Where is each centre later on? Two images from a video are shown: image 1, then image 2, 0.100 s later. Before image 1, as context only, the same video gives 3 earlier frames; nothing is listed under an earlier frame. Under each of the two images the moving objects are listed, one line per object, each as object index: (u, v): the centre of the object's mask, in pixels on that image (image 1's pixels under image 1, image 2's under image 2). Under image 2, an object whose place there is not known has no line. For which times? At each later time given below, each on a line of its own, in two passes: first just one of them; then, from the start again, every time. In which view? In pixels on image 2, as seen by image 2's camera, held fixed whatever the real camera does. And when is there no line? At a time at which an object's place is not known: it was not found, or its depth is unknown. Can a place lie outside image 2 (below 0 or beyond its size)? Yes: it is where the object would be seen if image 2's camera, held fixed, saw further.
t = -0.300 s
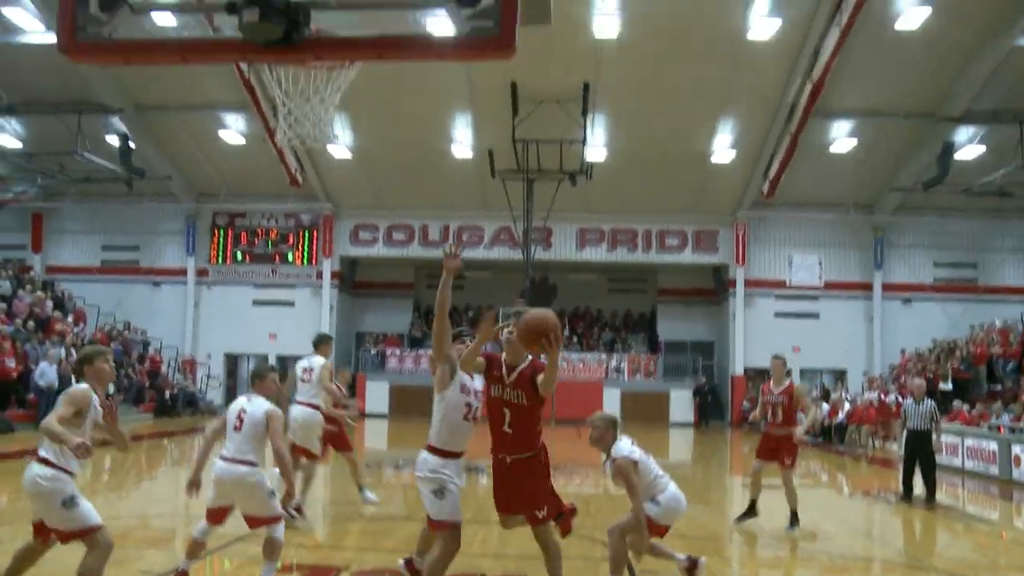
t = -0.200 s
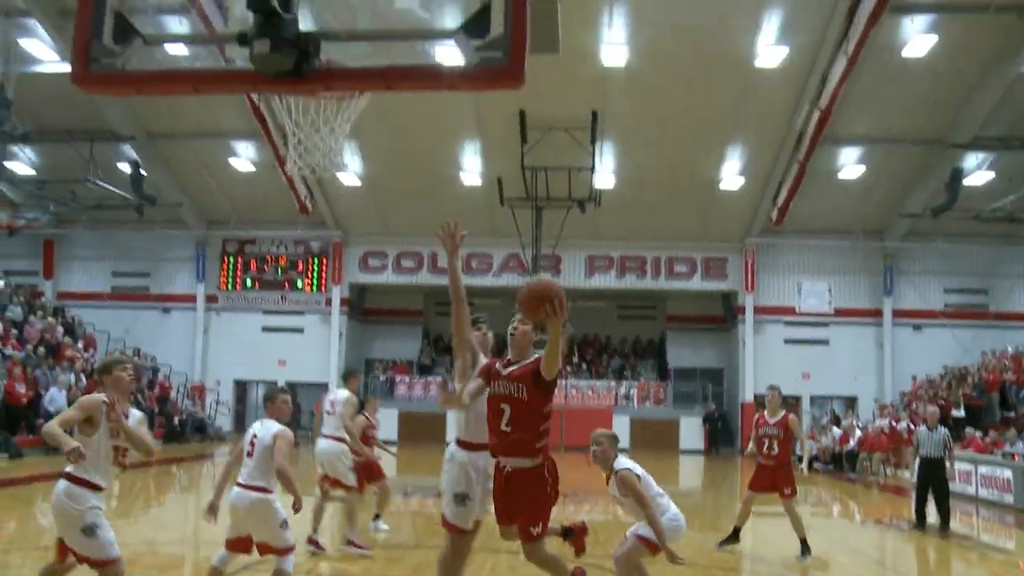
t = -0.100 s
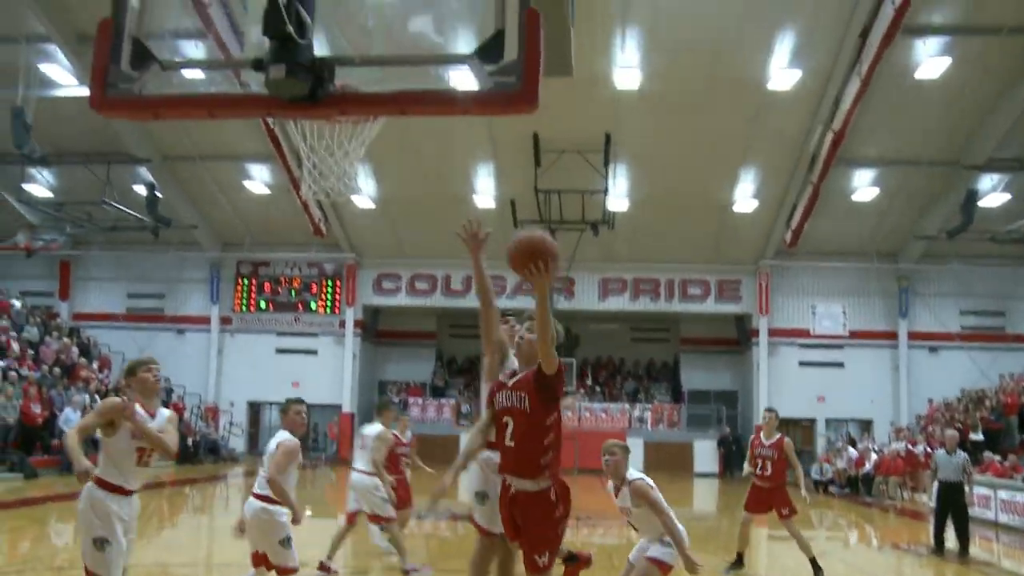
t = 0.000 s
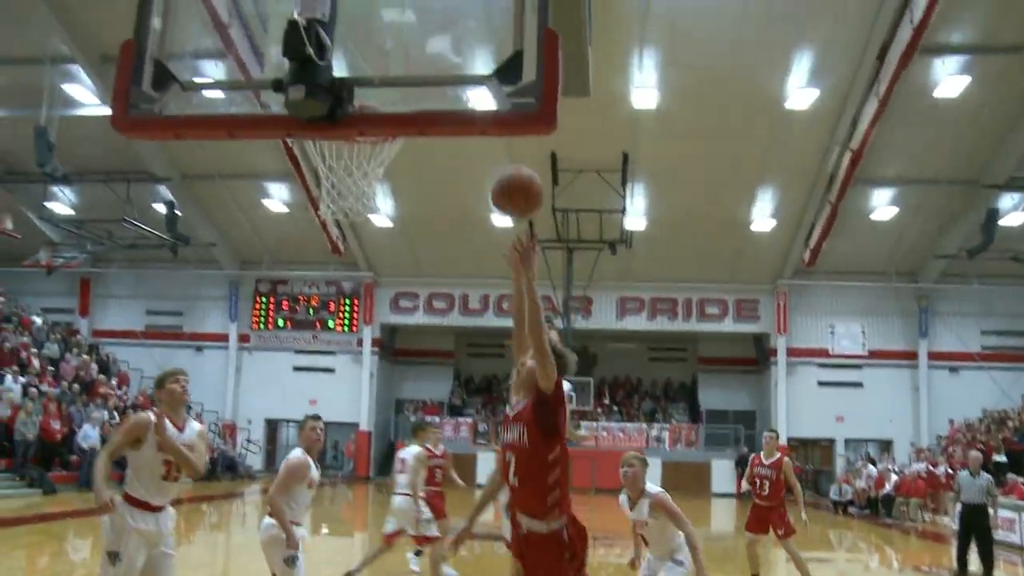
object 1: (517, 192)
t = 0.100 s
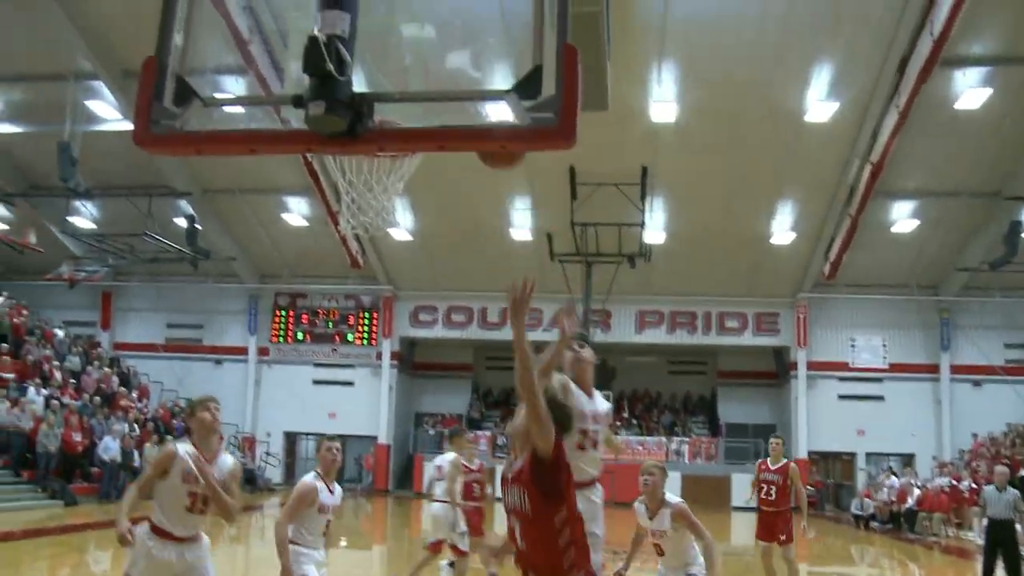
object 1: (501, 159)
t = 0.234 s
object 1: (448, 81)
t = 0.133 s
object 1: (489, 114)
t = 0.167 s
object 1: (475, 111)
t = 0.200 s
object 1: (461, 98)
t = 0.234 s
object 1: (448, 81)
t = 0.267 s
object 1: (438, 70)
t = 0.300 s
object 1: (428, 67)
